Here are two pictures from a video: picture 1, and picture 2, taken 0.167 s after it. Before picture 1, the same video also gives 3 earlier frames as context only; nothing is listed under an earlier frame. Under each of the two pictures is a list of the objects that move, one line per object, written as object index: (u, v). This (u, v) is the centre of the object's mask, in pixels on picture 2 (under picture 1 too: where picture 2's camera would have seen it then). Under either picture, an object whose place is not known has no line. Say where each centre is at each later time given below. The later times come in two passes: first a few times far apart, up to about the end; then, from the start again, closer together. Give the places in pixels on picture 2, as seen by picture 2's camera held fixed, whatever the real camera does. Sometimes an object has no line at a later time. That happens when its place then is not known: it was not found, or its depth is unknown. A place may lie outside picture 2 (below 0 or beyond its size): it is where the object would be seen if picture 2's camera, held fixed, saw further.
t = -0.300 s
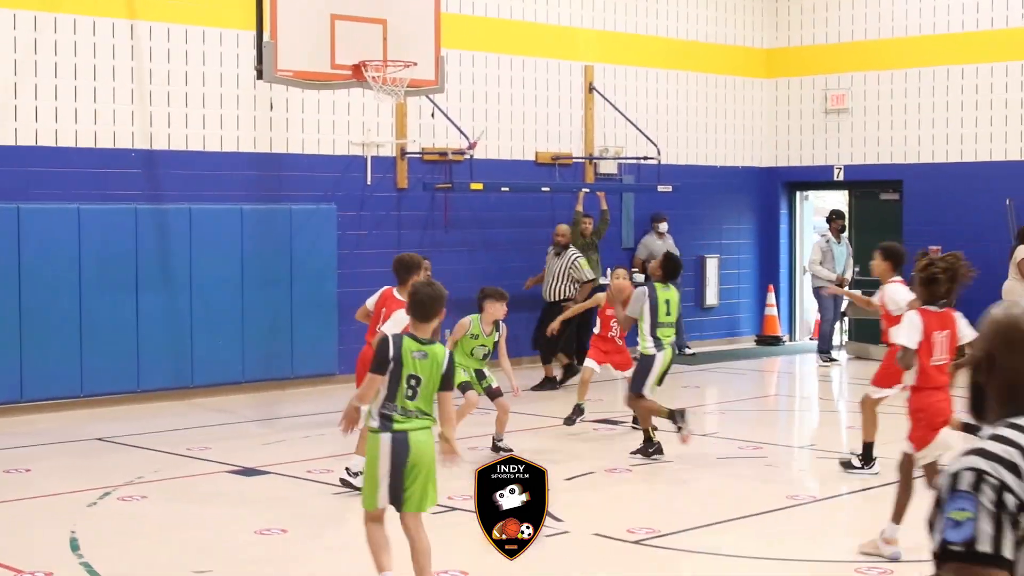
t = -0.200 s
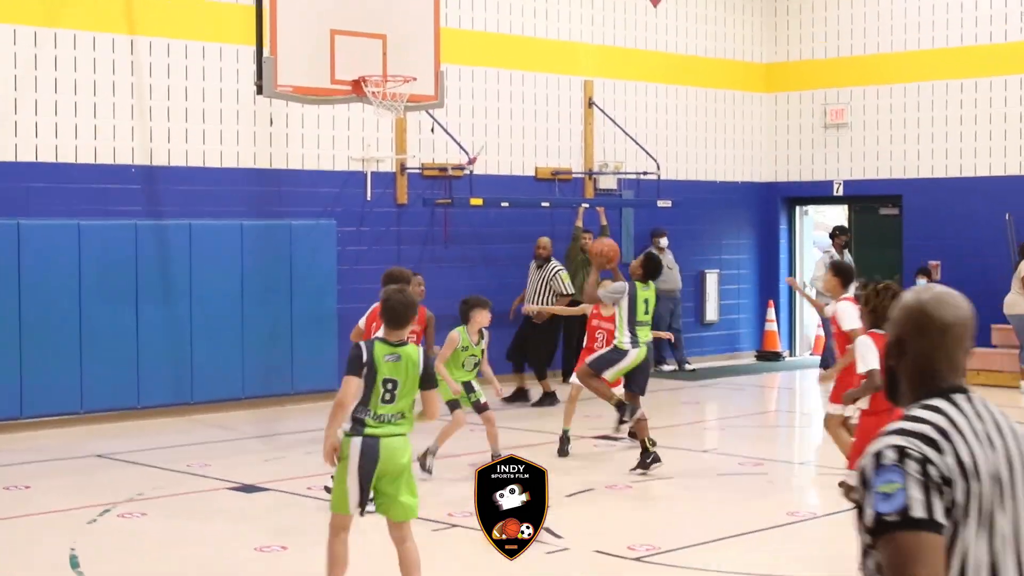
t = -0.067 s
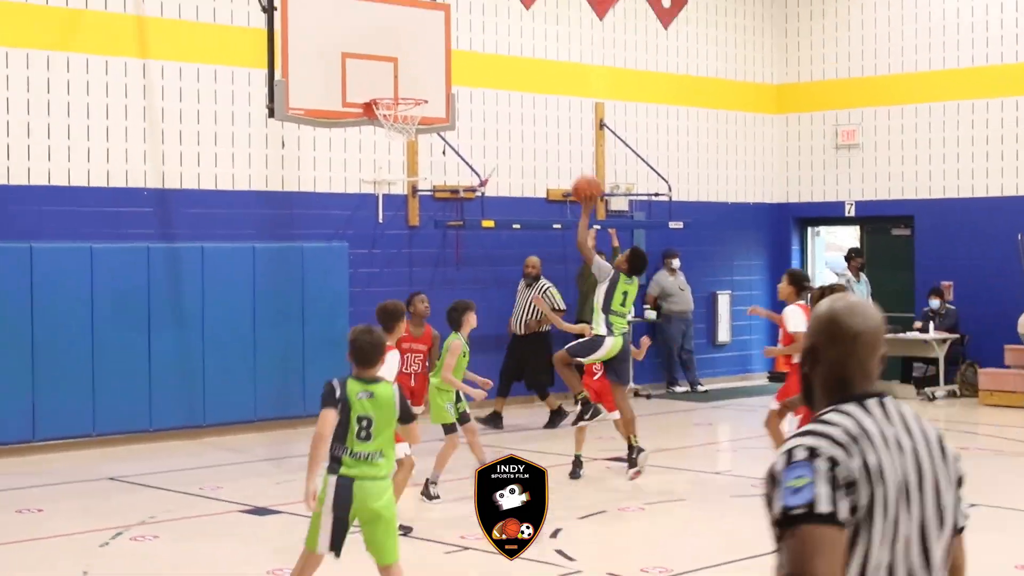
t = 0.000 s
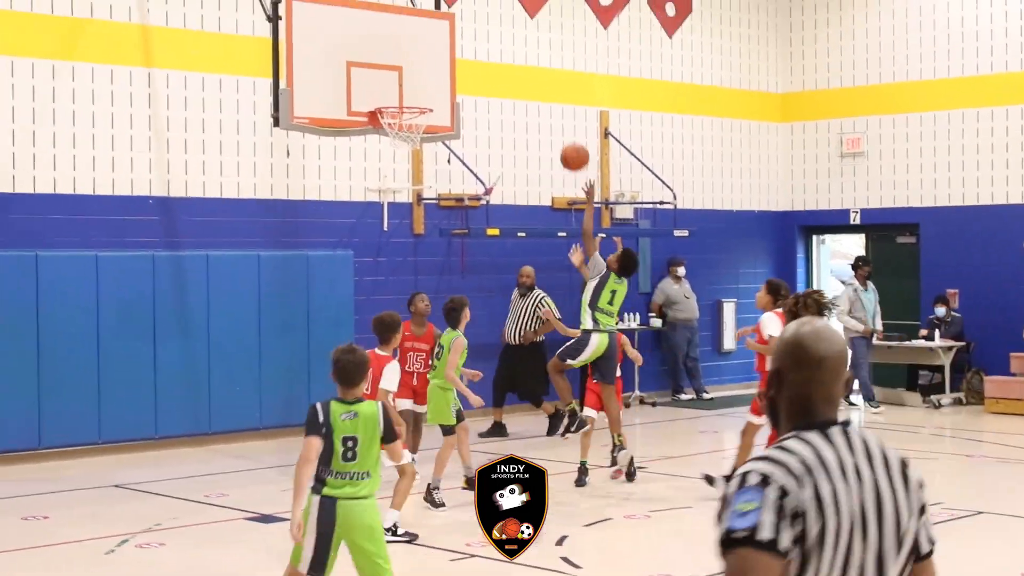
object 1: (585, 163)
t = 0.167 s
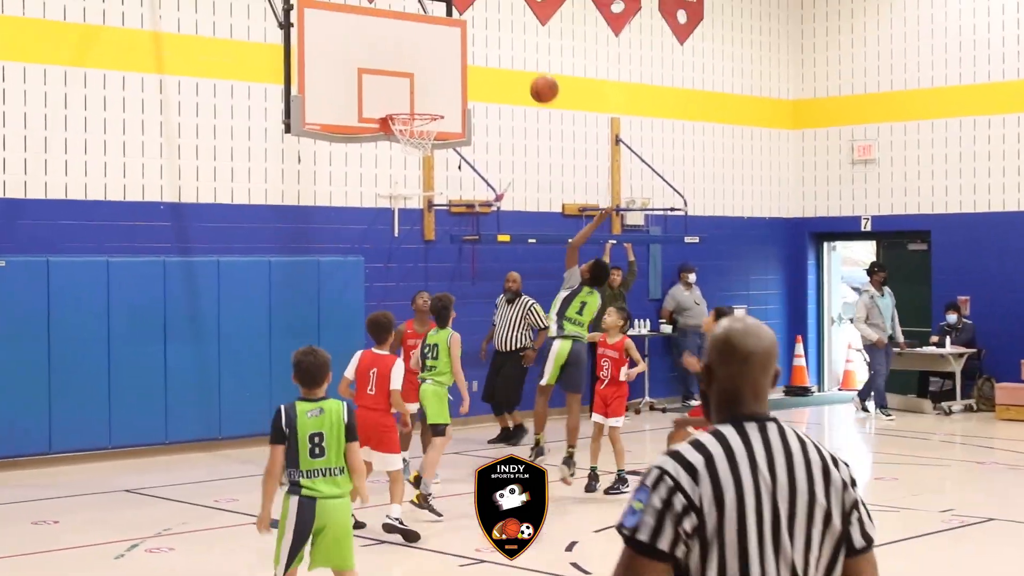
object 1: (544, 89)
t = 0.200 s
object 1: (536, 79)
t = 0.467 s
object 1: (474, 47)
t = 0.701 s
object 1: (424, 89)
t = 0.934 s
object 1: (420, 171)
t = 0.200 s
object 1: (536, 79)
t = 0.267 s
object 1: (520, 62)
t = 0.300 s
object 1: (512, 56)
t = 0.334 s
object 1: (504, 52)
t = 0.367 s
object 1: (497, 48)
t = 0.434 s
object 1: (482, 46)
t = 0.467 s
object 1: (474, 47)
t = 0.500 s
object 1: (467, 49)
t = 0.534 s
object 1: (459, 52)
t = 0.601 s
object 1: (445, 63)
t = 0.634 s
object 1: (438, 70)
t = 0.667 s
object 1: (431, 79)
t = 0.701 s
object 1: (424, 89)
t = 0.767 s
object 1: (411, 112)
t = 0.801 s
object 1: (407, 124)
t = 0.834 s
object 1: (411, 129)
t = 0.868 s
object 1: (409, 150)
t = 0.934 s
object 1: (420, 171)
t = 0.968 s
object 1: (424, 185)
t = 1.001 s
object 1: (427, 203)
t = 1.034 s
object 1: (430, 219)
